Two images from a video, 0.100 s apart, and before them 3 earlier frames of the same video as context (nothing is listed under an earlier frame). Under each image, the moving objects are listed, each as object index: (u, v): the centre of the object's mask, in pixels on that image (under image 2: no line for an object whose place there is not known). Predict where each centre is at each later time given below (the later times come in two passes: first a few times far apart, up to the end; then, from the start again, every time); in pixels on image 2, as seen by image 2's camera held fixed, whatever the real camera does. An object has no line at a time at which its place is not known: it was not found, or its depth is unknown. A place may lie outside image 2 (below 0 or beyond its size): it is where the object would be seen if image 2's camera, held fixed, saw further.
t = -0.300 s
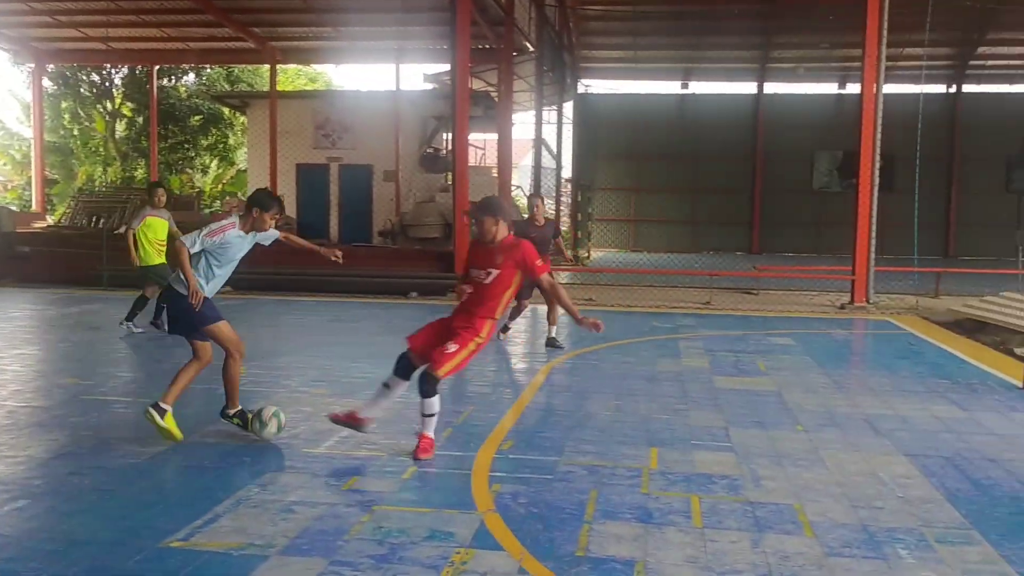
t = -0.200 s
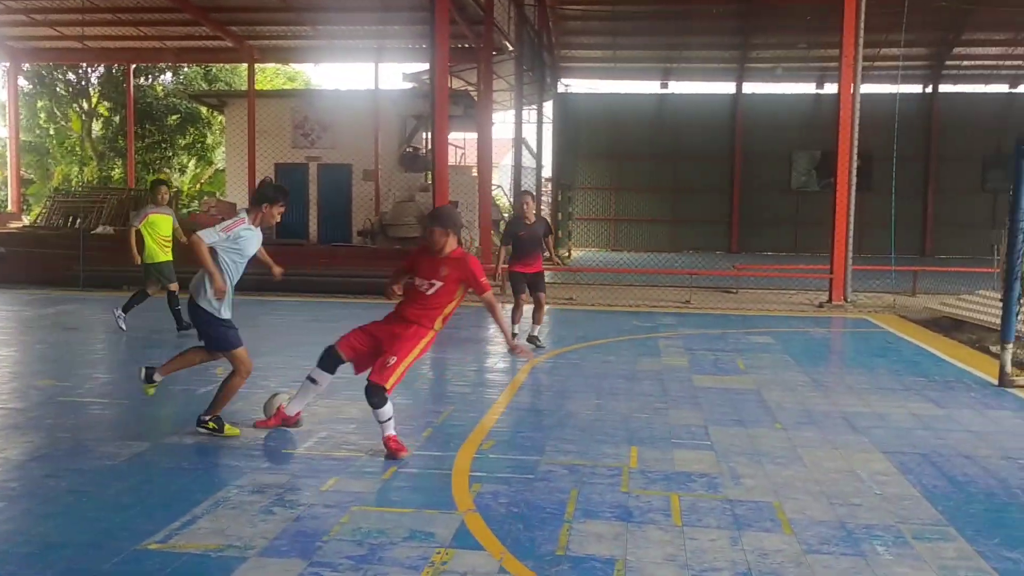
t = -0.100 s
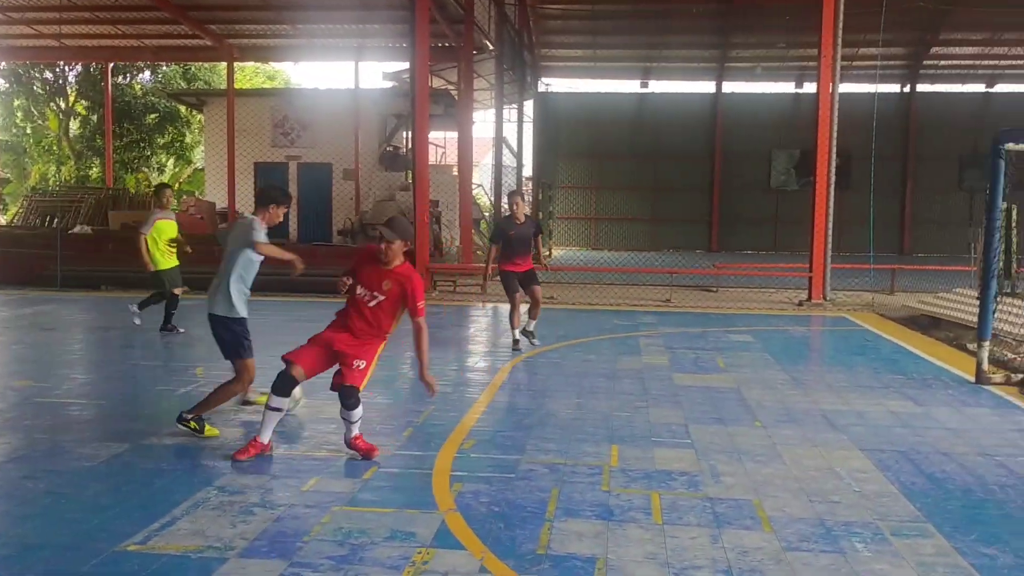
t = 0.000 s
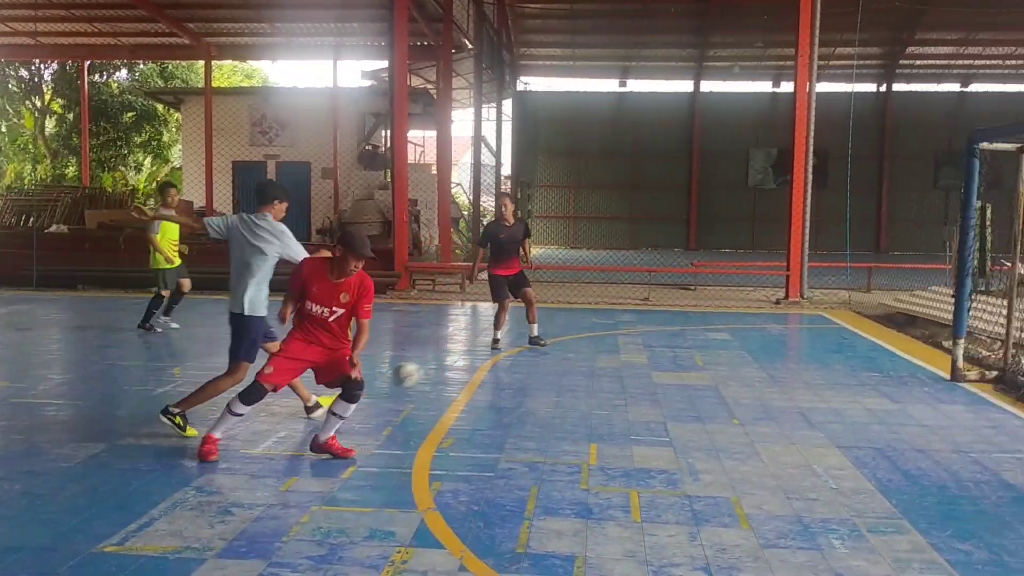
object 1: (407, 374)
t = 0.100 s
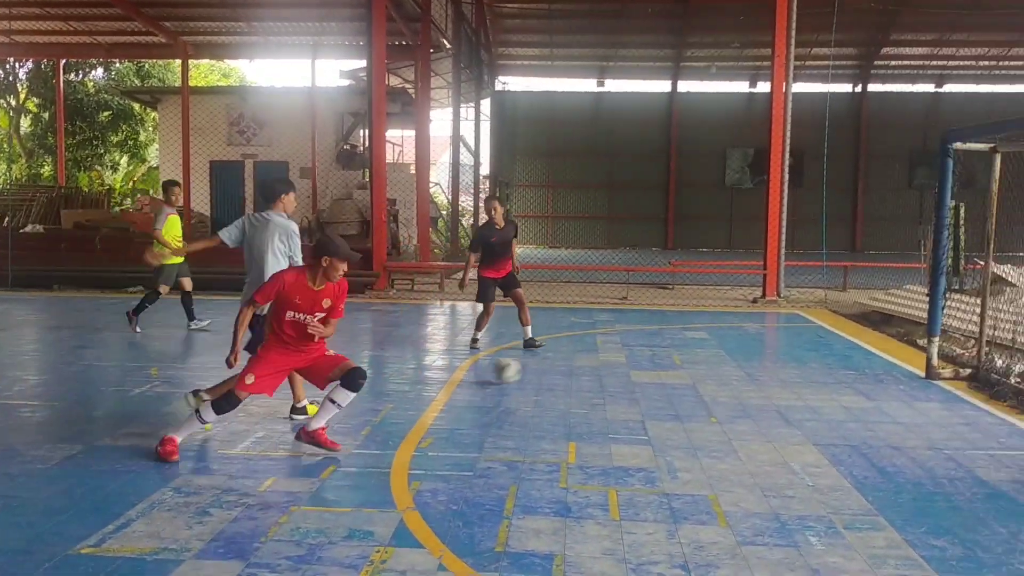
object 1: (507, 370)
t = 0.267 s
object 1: (648, 355)
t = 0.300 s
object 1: (672, 354)
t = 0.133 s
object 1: (540, 369)
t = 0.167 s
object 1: (569, 362)
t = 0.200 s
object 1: (596, 358)
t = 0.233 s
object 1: (622, 355)
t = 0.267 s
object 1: (648, 355)
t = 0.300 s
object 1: (672, 354)
